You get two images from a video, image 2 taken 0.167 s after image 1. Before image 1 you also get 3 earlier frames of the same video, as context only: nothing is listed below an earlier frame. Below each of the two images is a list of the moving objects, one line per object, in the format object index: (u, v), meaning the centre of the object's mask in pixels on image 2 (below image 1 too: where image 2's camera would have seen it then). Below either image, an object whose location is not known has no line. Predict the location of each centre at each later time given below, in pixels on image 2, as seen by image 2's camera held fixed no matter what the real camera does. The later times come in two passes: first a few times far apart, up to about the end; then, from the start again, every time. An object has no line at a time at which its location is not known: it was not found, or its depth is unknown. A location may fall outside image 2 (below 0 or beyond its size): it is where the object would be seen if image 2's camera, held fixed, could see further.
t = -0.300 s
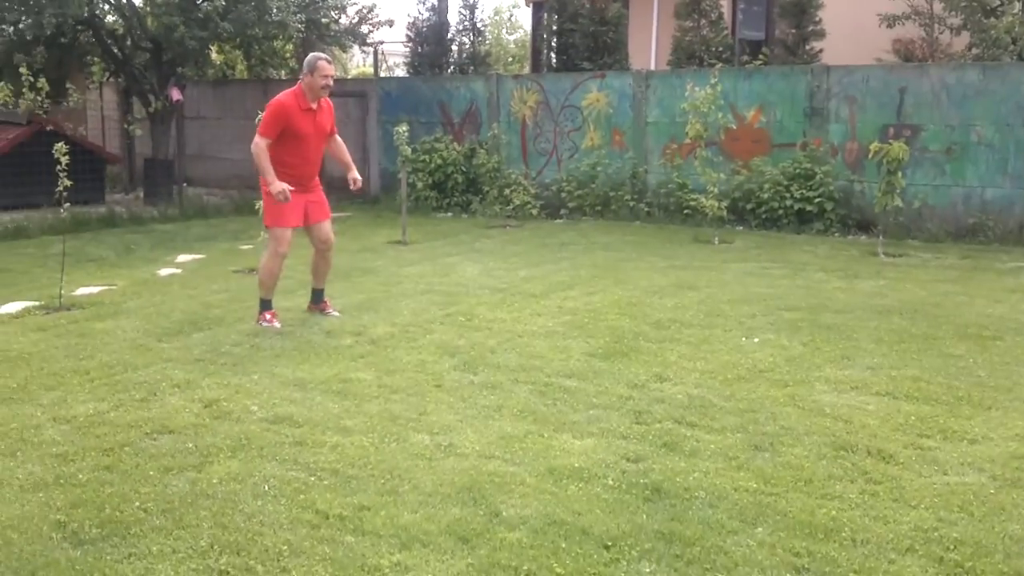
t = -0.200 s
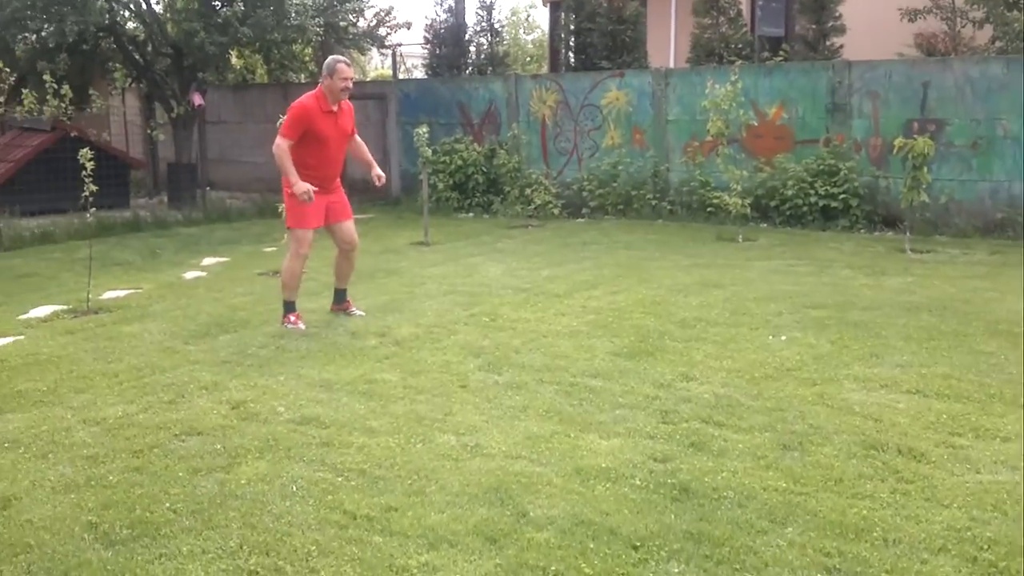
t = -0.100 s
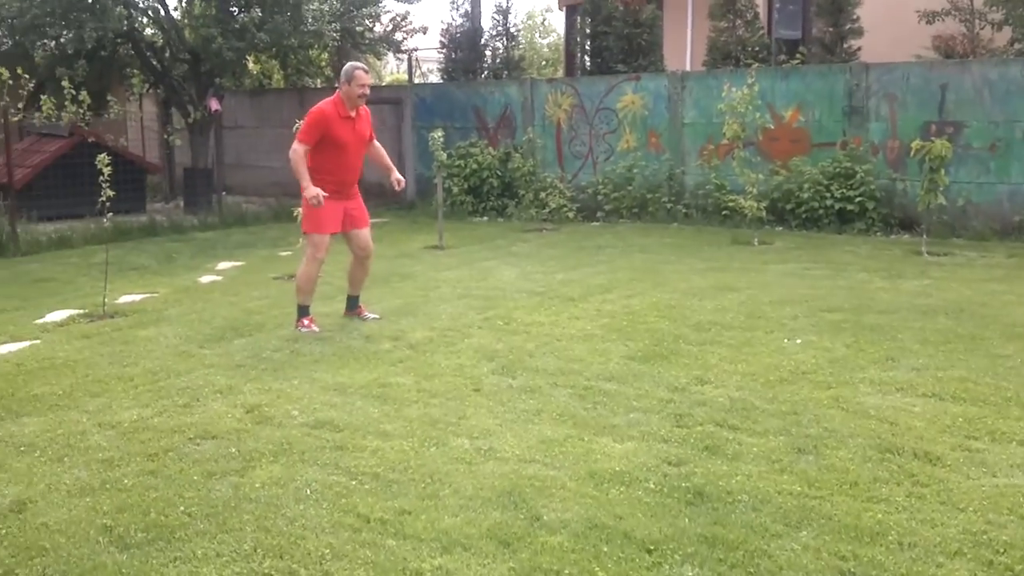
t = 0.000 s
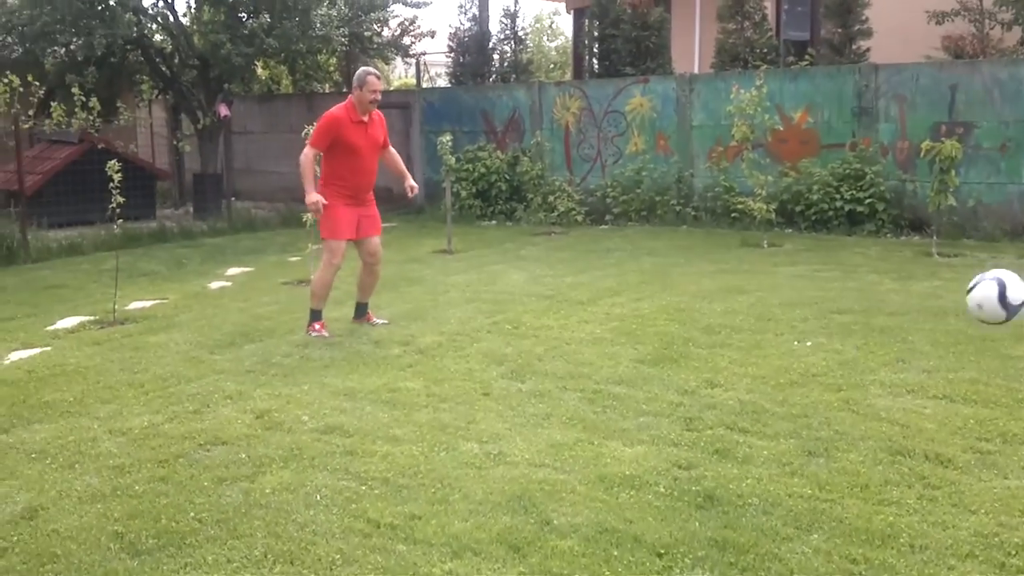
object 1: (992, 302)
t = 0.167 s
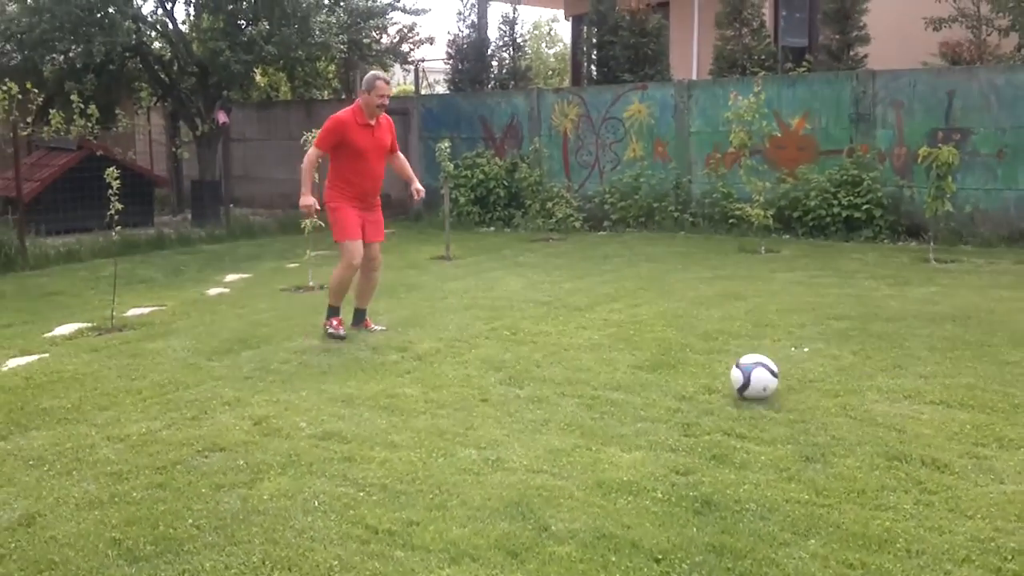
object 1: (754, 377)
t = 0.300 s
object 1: (685, 331)
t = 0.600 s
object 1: (550, 348)
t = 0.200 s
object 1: (737, 362)
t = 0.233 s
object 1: (719, 349)
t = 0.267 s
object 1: (701, 340)
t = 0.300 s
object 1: (685, 331)
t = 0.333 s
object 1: (668, 326)
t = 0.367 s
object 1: (651, 323)
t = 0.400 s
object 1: (635, 321)
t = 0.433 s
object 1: (620, 323)
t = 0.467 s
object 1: (605, 326)
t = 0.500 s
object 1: (590, 331)
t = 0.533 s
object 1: (576, 338)
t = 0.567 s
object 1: (562, 347)
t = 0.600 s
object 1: (550, 348)
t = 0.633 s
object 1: (542, 342)
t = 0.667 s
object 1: (533, 339)
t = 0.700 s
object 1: (525, 335)
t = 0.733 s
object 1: (516, 334)
